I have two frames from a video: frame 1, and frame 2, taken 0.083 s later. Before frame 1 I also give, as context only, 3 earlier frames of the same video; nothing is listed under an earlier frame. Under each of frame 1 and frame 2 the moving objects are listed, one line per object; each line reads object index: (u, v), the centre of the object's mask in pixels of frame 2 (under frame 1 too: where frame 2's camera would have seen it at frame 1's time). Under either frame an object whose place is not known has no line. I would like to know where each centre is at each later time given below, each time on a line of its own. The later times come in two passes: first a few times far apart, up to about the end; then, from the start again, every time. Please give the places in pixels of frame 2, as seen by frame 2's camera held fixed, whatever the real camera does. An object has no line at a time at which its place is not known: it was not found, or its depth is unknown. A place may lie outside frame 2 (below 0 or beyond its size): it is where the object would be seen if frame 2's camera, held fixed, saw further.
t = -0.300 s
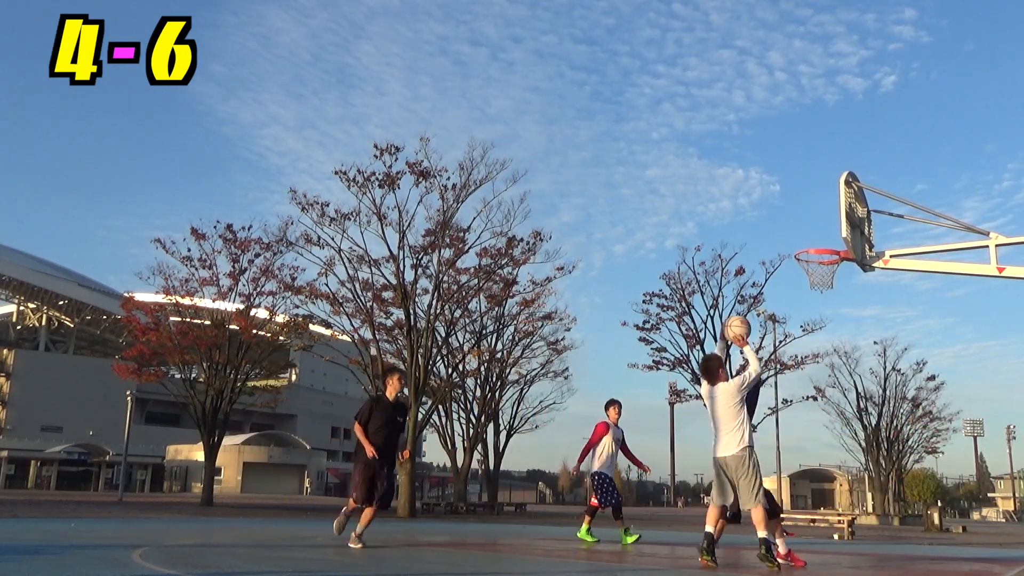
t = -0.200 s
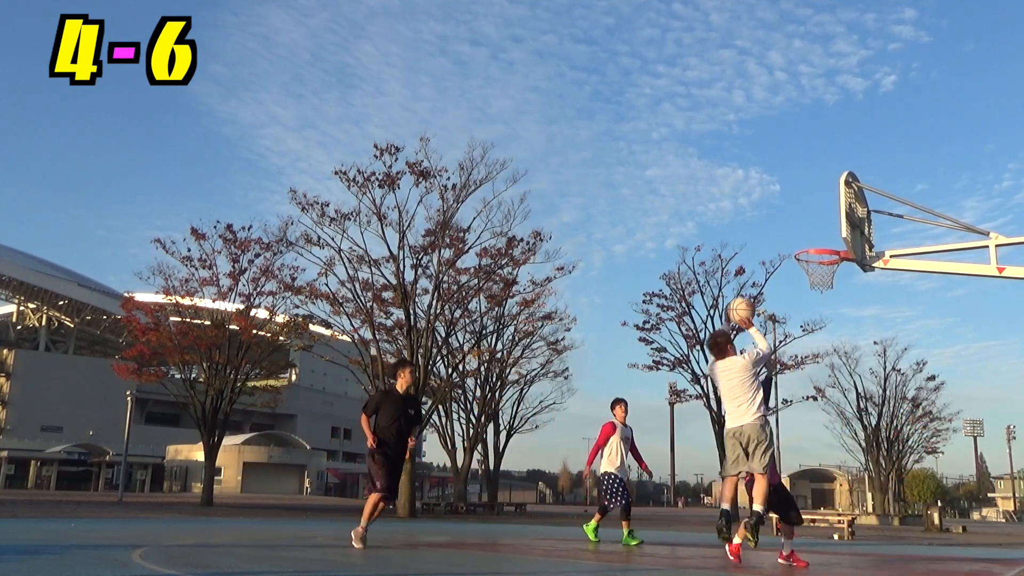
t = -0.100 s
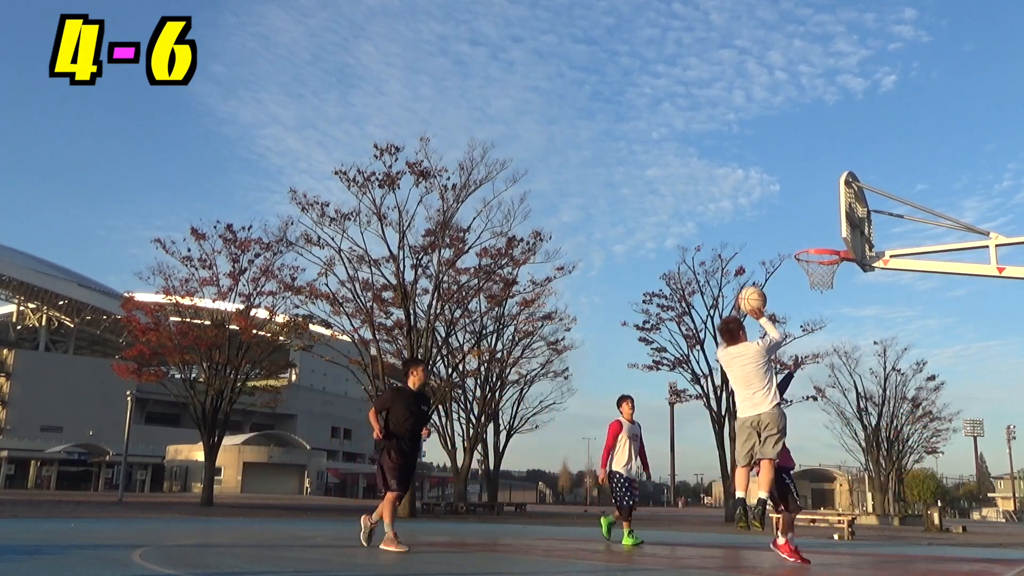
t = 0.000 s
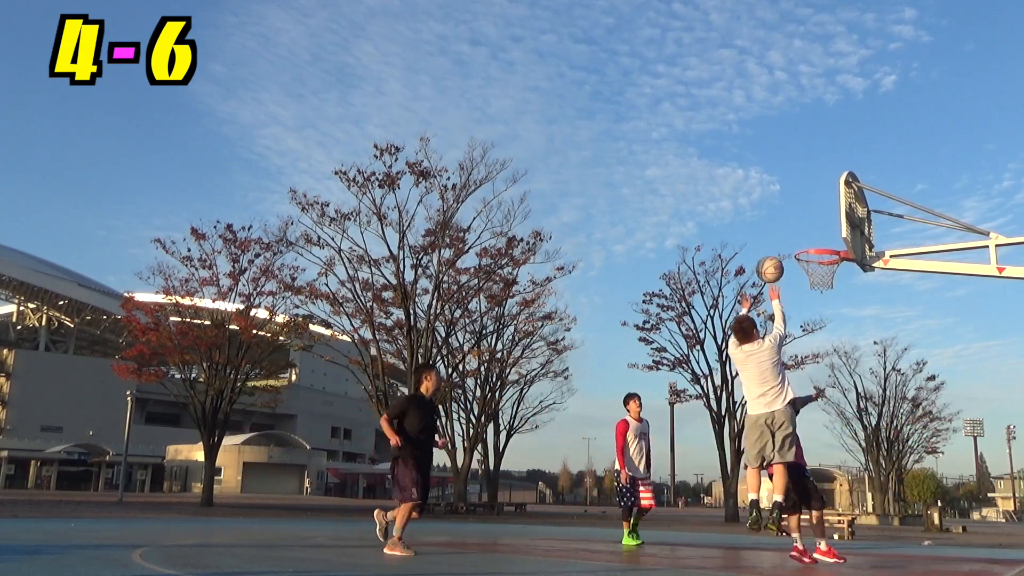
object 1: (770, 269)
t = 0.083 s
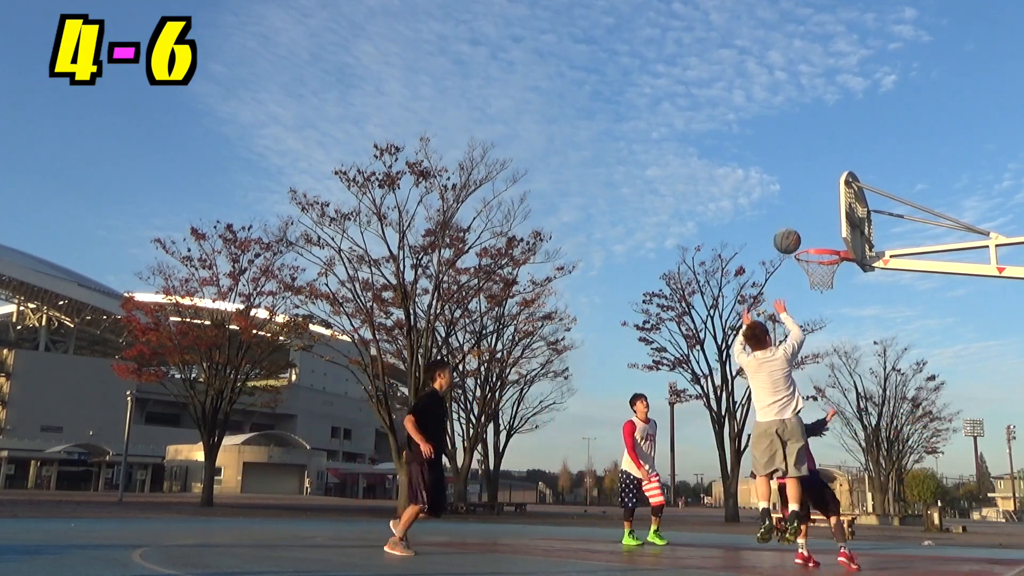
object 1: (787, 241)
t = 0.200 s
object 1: (810, 215)
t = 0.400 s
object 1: (804, 208)
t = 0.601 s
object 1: (754, 241)
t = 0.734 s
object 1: (723, 283)
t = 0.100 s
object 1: (790, 236)
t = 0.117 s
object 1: (794, 232)
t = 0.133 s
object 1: (797, 228)
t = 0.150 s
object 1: (801, 224)
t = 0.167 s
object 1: (804, 221)
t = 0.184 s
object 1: (807, 218)
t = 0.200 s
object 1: (810, 215)
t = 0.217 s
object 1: (813, 213)
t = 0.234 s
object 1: (816, 211)
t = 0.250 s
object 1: (820, 209)
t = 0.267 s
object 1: (823, 208)
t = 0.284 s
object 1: (826, 206)
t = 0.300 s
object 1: (829, 205)
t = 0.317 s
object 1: (825, 205)
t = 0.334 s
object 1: (821, 205)
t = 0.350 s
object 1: (817, 205)
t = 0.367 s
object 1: (813, 206)
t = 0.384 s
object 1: (808, 207)
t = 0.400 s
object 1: (804, 208)
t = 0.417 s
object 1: (799, 209)
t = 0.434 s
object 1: (795, 211)
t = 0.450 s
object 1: (791, 213)
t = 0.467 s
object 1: (787, 215)
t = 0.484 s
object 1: (783, 217)
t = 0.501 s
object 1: (778, 220)
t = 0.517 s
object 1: (774, 223)
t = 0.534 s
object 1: (770, 226)
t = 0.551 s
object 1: (766, 229)
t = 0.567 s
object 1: (762, 233)
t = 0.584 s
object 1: (758, 237)
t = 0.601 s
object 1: (754, 241)
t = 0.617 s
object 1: (751, 245)
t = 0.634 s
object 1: (746, 250)
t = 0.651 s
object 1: (743, 255)
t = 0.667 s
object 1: (739, 260)
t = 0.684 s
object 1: (735, 265)
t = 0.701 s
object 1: (731, 271)
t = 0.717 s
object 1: (727, 277)
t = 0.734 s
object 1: (723, 283)
